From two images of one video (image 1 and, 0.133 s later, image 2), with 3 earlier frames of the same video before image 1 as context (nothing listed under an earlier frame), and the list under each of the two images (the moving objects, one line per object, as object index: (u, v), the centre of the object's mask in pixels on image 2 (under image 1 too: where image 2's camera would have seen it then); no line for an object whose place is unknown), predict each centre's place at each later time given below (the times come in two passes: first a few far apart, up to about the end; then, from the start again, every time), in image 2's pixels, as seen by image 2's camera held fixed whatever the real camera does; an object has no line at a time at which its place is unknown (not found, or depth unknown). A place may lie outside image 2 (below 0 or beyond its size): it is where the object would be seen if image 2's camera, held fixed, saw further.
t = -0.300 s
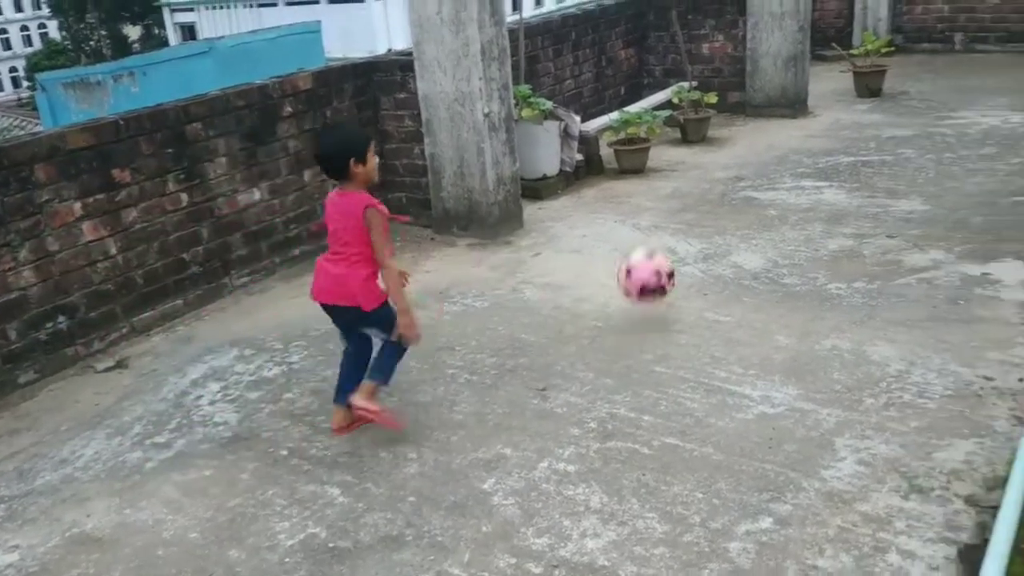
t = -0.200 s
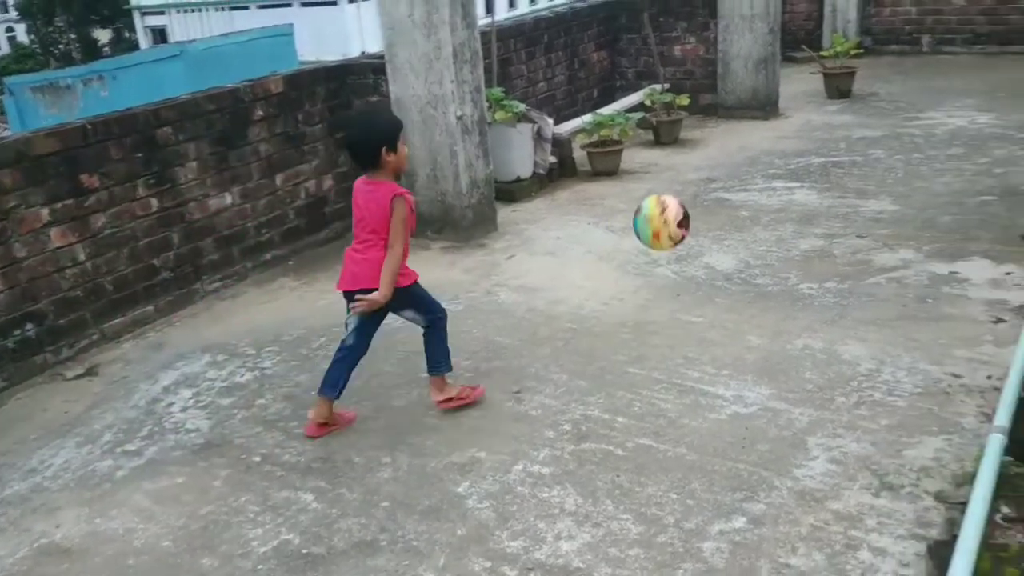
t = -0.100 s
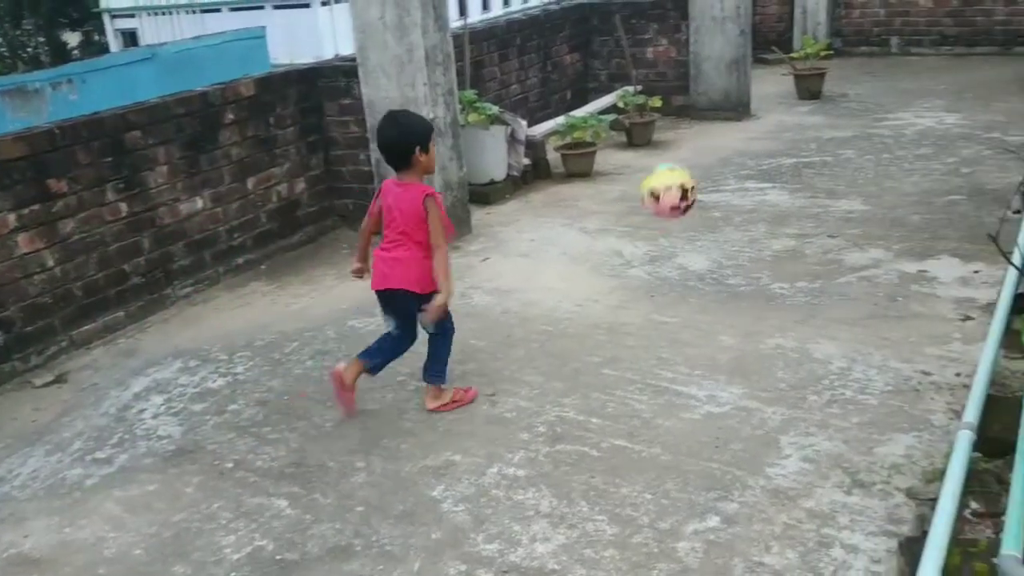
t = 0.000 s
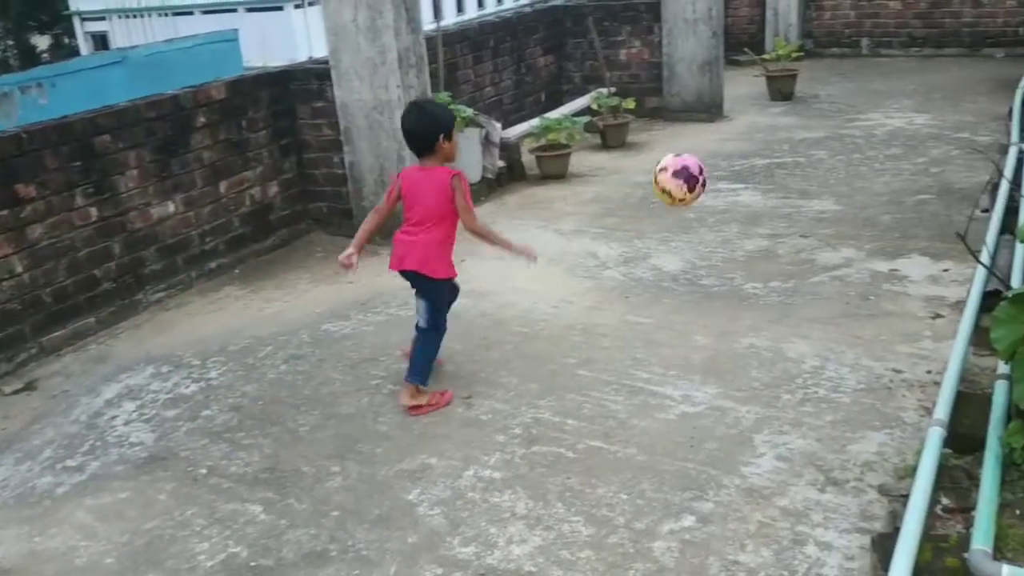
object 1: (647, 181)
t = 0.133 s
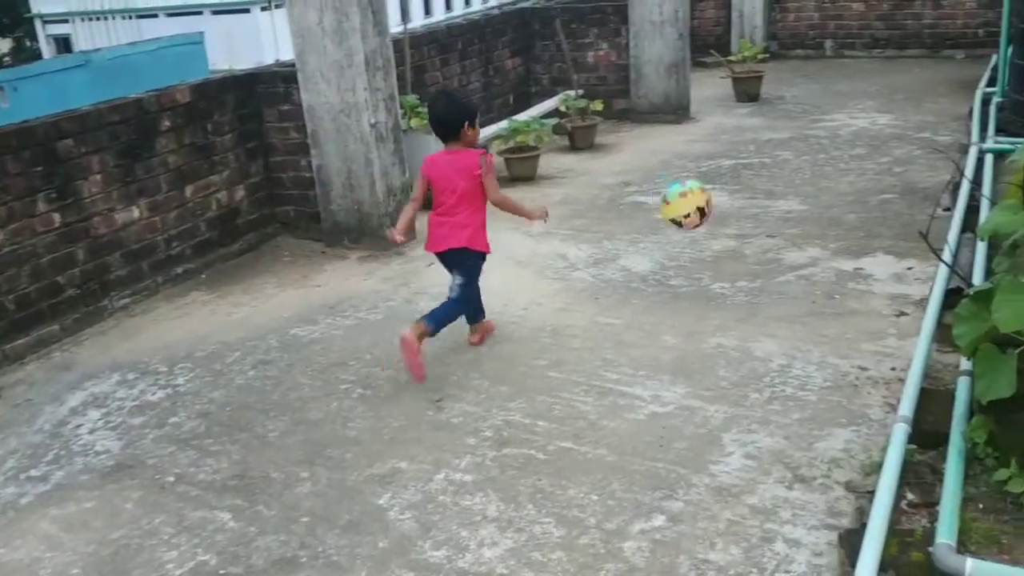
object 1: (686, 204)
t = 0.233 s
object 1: (714, 238)
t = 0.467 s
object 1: (779, 161)
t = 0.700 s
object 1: (836, 178)
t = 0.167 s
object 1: (694, 214)
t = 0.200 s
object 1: (704, 224)
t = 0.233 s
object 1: (714, 238)
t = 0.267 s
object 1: (724, 228)
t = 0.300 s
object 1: (735, 210)
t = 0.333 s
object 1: (744, 196)
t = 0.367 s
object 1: (753, 185)
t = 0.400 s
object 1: (762, 175)
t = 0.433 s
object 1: (771, 167)
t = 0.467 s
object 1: (779, 161)
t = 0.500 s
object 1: (789, 156)
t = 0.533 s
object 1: (797, 153)
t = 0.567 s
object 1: (806, 153)
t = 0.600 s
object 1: (815, 155)
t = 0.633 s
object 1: (822, 161)
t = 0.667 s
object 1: (829, 169)
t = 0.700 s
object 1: (836, 178)
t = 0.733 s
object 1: (842, 190)
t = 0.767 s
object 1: (849, 194)
